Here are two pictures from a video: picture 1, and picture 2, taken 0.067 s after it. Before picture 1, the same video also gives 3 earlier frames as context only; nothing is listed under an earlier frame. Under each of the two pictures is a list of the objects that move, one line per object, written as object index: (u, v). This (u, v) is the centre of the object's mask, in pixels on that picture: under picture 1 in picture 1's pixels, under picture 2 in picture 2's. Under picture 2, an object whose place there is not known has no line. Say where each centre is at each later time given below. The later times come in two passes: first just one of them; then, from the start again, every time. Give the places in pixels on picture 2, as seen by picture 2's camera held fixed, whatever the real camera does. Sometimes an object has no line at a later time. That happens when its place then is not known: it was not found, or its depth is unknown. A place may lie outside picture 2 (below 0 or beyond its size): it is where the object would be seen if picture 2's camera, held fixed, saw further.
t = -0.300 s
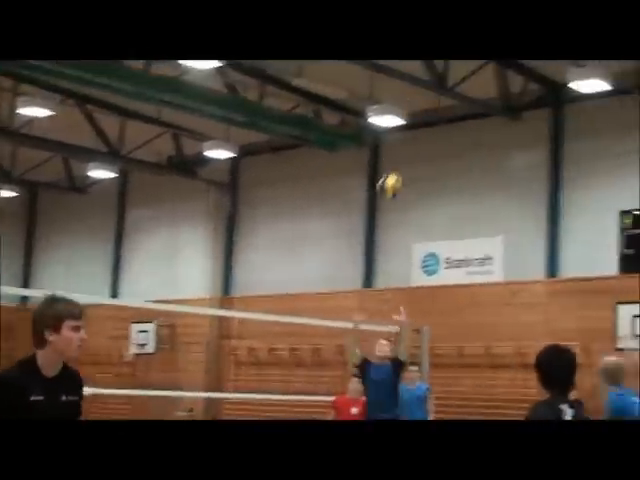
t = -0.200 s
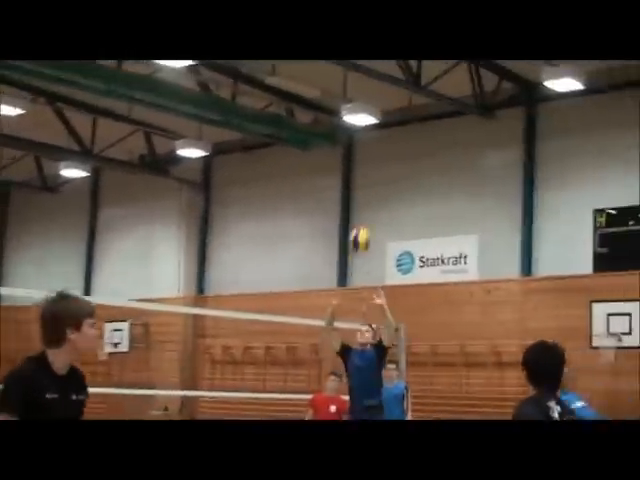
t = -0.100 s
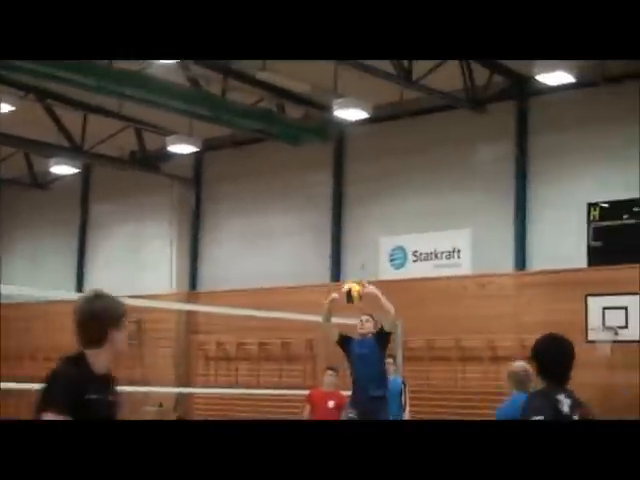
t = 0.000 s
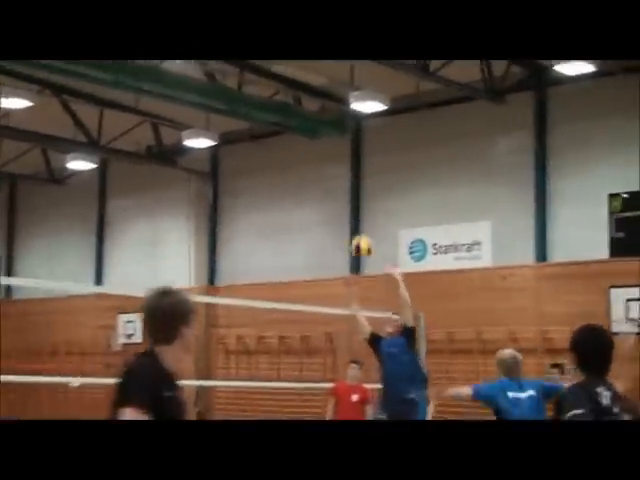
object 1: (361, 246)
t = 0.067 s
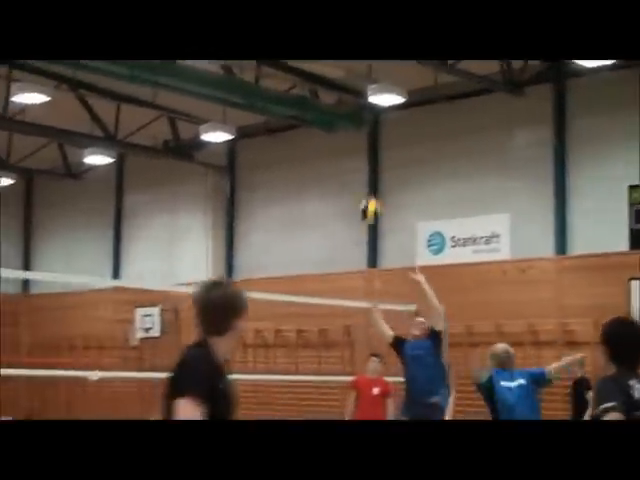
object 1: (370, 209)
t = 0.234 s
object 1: (344, 154)
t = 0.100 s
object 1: (365, 195)
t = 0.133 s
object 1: (359, 184)
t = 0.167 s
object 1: (355, 172)
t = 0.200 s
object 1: (350, 162)
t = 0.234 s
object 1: (344, 154)
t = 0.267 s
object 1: (341, 146)
